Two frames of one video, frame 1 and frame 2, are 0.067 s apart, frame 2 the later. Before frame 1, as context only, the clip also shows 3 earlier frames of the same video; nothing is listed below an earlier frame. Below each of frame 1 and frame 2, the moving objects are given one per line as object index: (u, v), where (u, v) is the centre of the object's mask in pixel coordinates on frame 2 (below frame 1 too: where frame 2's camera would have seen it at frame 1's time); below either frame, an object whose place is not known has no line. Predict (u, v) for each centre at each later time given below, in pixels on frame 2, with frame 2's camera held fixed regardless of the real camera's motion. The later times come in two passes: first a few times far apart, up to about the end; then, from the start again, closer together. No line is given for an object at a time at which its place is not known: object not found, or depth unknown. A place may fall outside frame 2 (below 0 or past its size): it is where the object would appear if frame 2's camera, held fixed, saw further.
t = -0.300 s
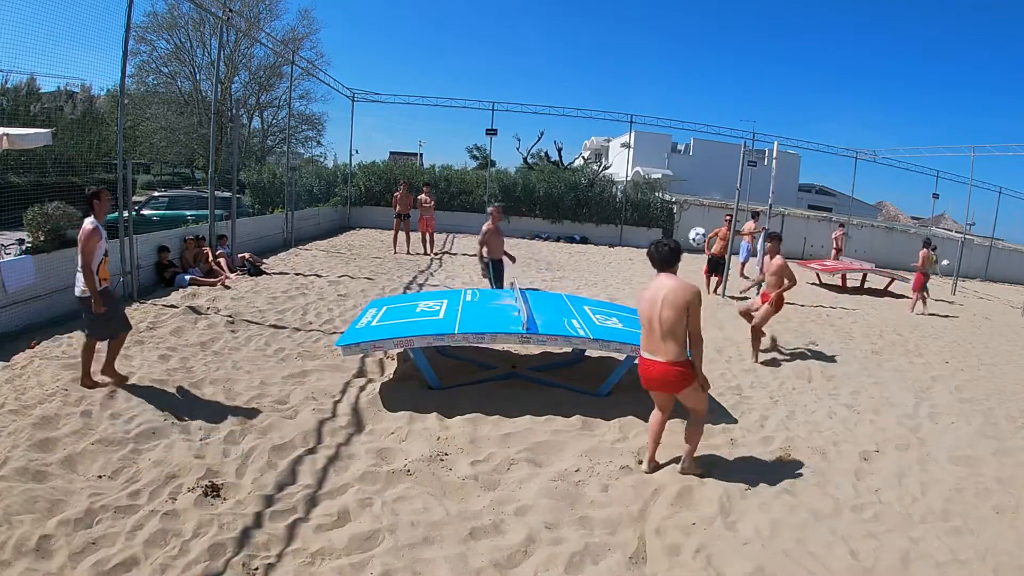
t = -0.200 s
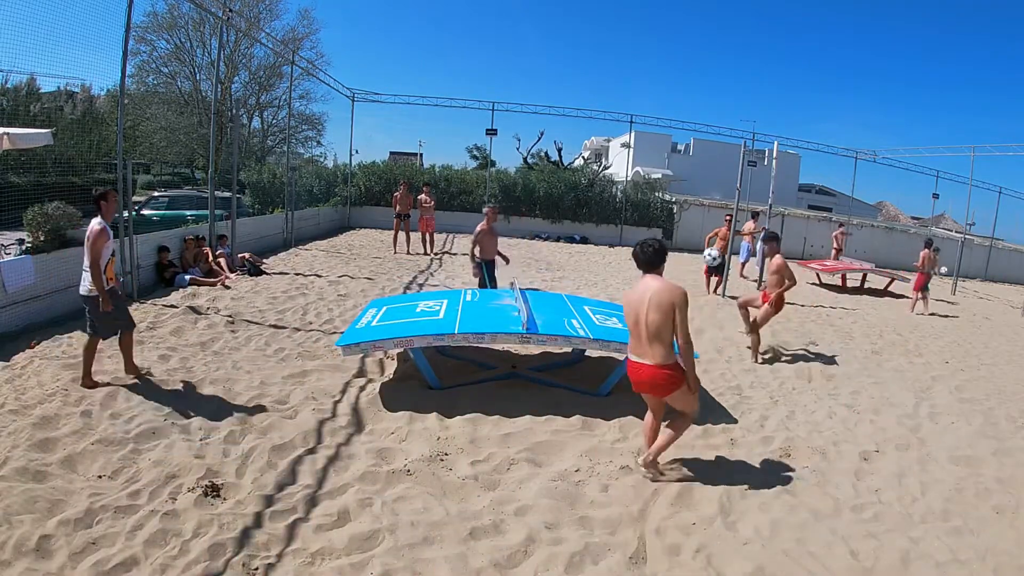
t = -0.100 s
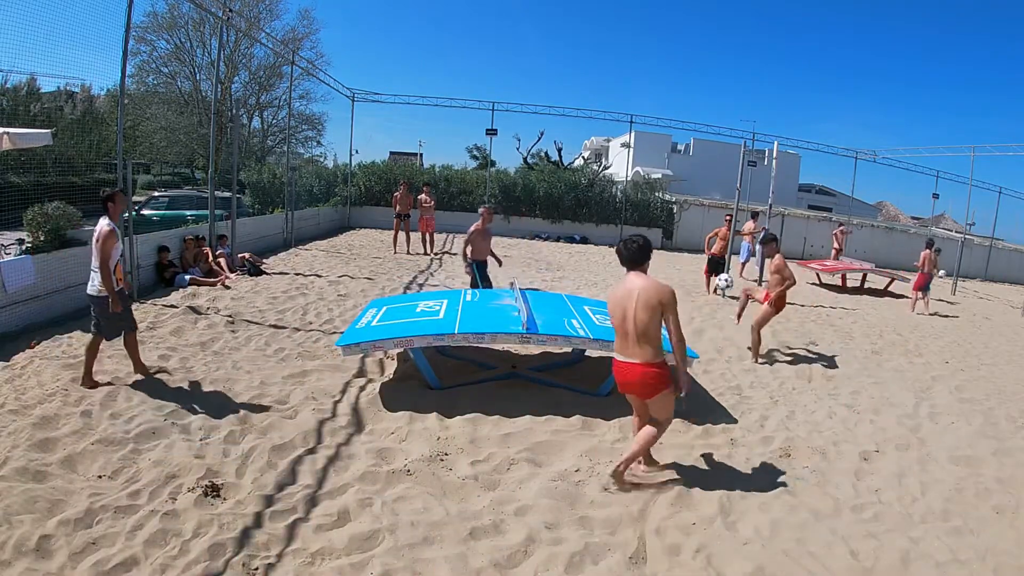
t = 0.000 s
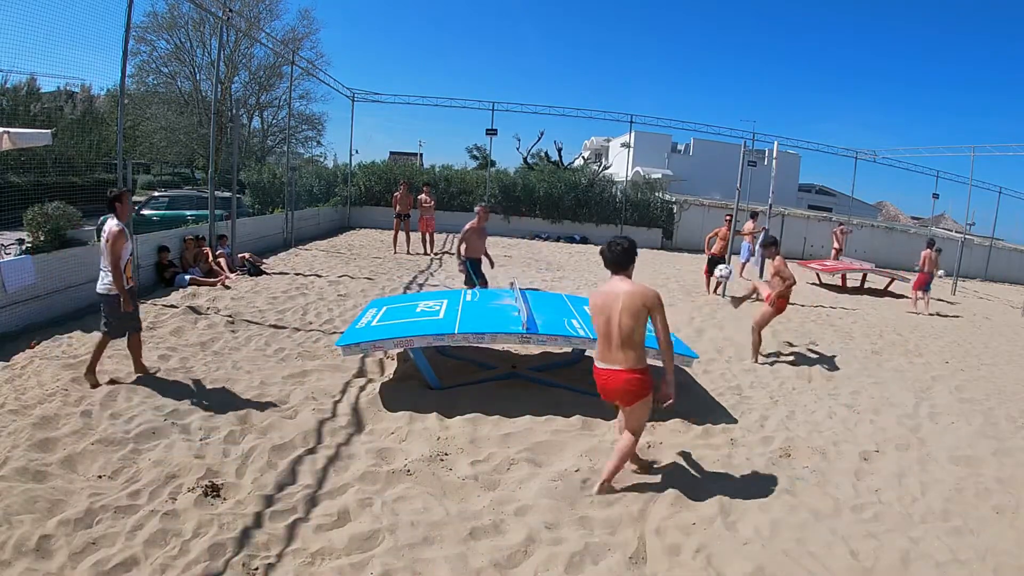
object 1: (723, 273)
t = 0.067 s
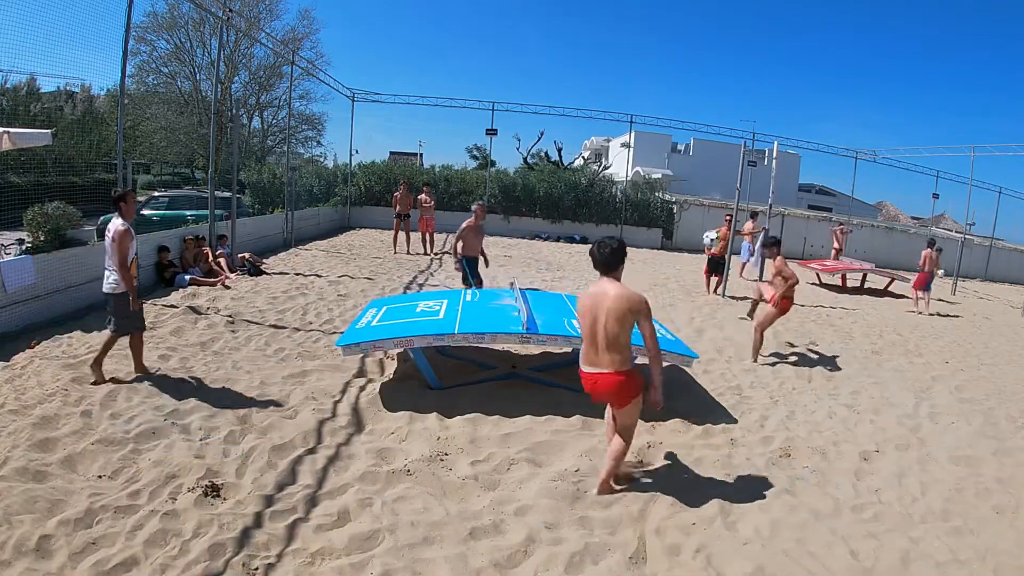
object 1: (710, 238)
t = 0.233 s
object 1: (678, 166)
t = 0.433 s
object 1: (630, 105)
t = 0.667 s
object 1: (566, 76)
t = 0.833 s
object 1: (514, 86)
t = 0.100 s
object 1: (705, 222)
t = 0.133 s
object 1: (699, 207)
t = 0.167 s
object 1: (692, 191)
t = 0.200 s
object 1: (685, 179)
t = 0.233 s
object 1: (678, 166)
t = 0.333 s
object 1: (656, 131)
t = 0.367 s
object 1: (647, 121)
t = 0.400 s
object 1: (639, 113)
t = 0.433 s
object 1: (630, 105)
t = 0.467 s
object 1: (622, 97)
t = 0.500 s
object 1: (612, 91)
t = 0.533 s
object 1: (603, 87)
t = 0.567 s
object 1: (594, 82)
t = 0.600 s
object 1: (584, 79)
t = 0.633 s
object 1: (575, 77)
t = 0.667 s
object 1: (566, 76)
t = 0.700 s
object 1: (556, 76)
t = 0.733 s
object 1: (546, 76)
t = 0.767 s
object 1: (535, 79)
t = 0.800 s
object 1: (525, 82)
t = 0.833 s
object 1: (514, 86)
